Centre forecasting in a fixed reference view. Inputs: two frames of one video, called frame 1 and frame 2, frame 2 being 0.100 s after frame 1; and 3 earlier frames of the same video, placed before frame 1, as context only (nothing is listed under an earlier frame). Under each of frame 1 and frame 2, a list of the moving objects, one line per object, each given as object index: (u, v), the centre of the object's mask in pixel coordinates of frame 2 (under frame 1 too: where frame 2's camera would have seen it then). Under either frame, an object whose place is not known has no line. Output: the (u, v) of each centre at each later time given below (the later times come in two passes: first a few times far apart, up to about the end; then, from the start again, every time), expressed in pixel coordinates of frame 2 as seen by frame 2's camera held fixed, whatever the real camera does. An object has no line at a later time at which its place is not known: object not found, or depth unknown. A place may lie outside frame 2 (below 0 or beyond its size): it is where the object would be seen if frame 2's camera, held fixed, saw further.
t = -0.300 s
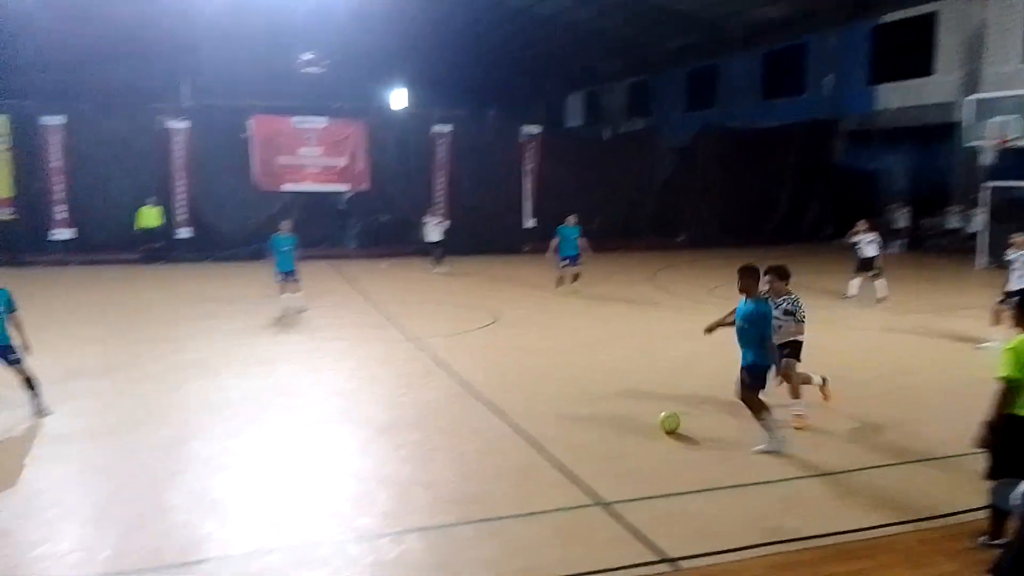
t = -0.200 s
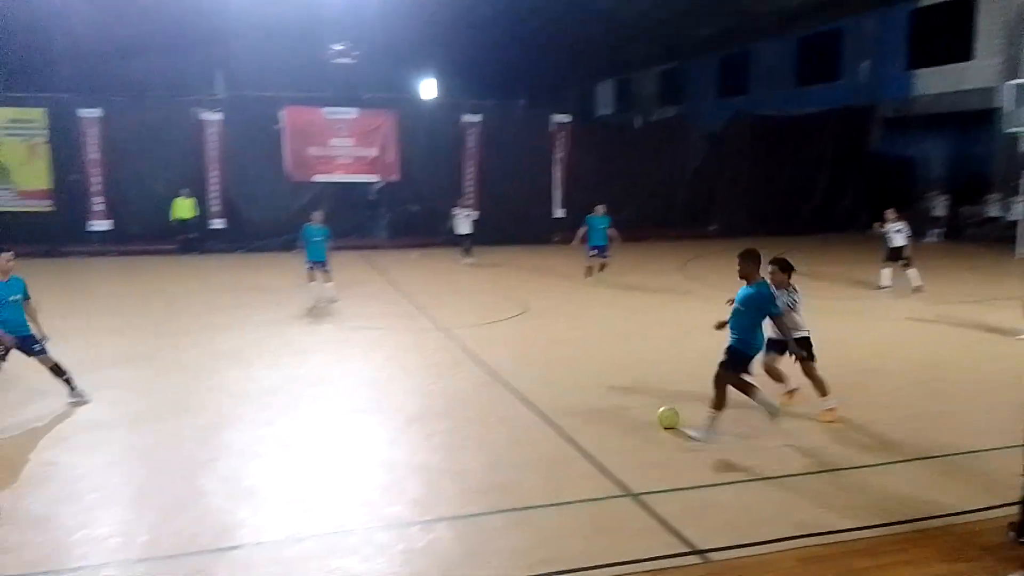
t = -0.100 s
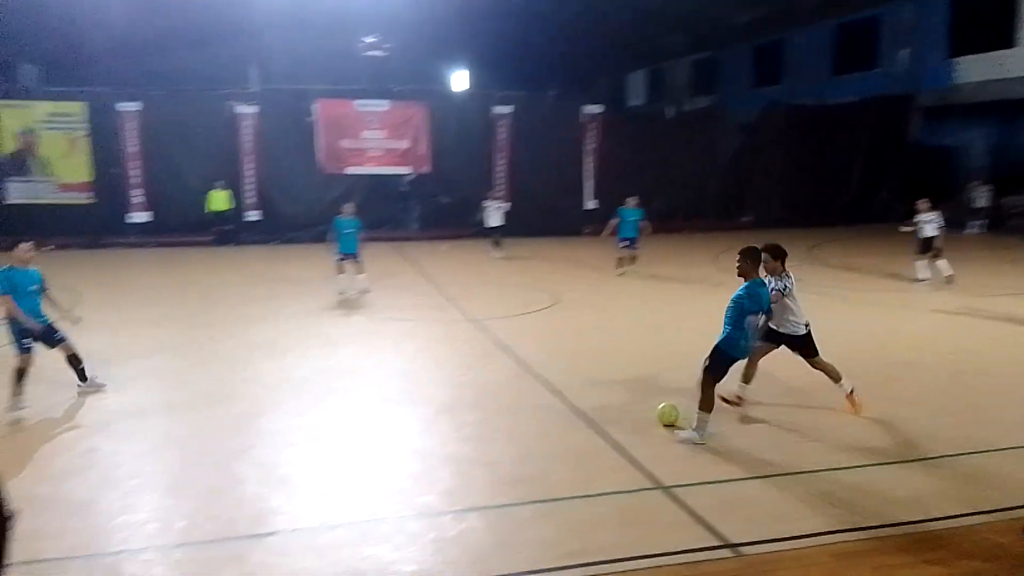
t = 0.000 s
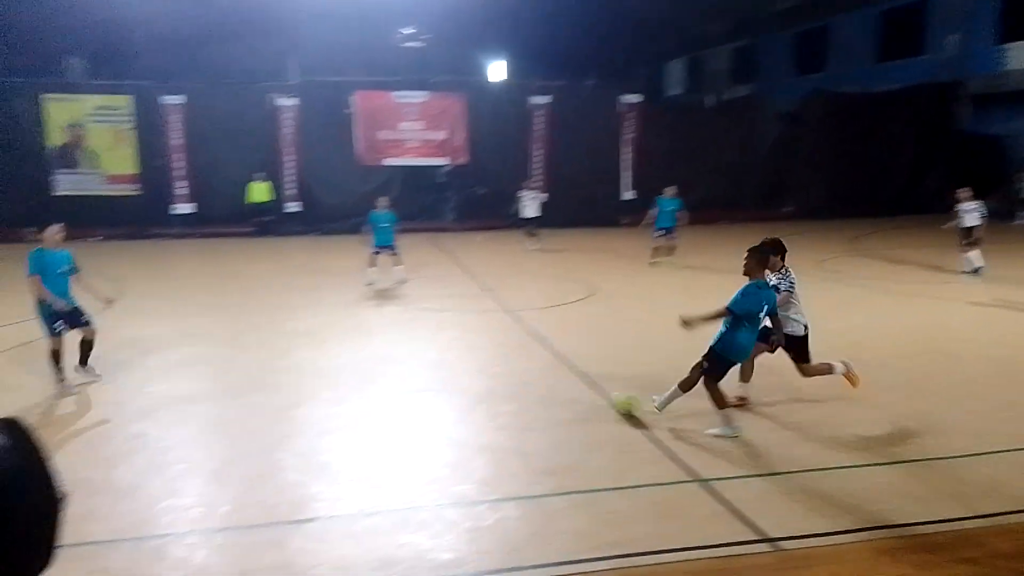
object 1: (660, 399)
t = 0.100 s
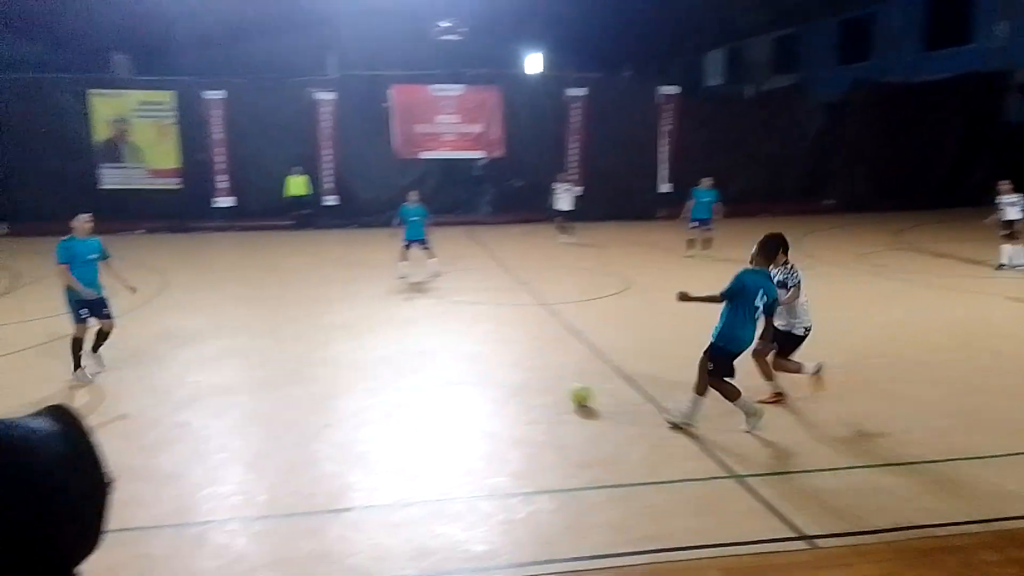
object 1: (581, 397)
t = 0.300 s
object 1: (447, 392)
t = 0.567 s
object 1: (290, 389)
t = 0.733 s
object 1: (196, 388)
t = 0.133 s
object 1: (557, 395)
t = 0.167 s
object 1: (532, 393)
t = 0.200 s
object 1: (510, 393)
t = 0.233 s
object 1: (489, 392)
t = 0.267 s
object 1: (468, 392)
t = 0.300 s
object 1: (447, 392)
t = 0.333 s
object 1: (426, 391)
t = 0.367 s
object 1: (406, 390)
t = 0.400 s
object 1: (386, 390)
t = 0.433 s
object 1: (367, 390)
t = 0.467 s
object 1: (347, 390)
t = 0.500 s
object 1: (328, 390)
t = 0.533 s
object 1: (308, 390)
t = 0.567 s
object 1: (290, 389)
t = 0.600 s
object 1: (270, 389)
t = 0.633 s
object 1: (250, 388)
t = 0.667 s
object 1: (232, 388)
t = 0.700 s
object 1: (214, 388)
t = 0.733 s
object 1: (196, 388)
